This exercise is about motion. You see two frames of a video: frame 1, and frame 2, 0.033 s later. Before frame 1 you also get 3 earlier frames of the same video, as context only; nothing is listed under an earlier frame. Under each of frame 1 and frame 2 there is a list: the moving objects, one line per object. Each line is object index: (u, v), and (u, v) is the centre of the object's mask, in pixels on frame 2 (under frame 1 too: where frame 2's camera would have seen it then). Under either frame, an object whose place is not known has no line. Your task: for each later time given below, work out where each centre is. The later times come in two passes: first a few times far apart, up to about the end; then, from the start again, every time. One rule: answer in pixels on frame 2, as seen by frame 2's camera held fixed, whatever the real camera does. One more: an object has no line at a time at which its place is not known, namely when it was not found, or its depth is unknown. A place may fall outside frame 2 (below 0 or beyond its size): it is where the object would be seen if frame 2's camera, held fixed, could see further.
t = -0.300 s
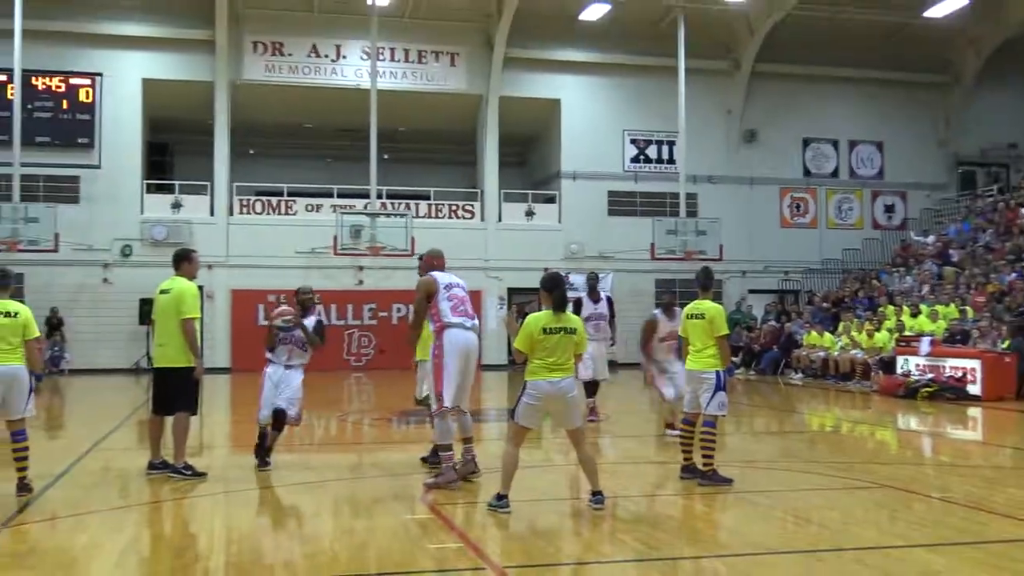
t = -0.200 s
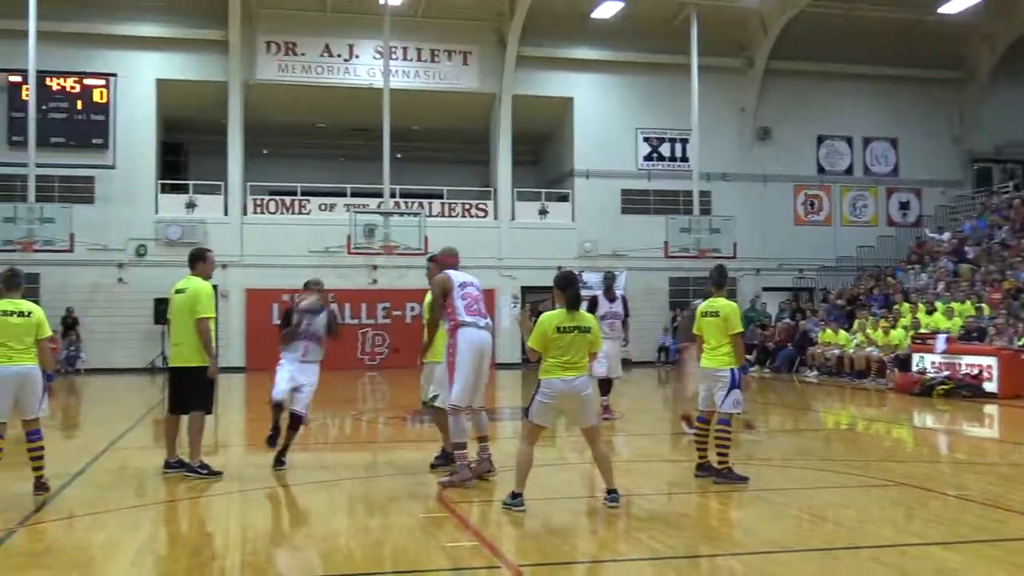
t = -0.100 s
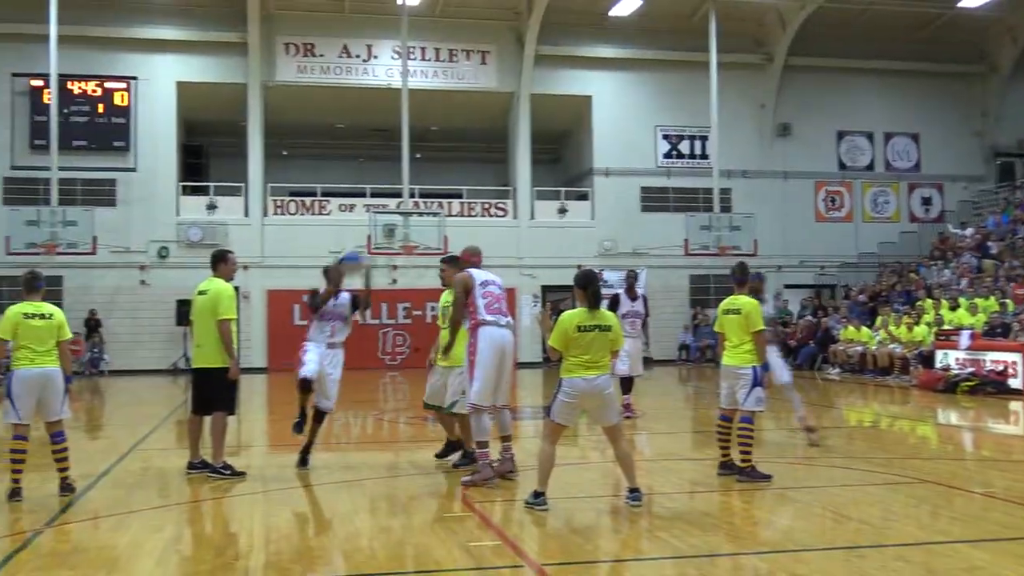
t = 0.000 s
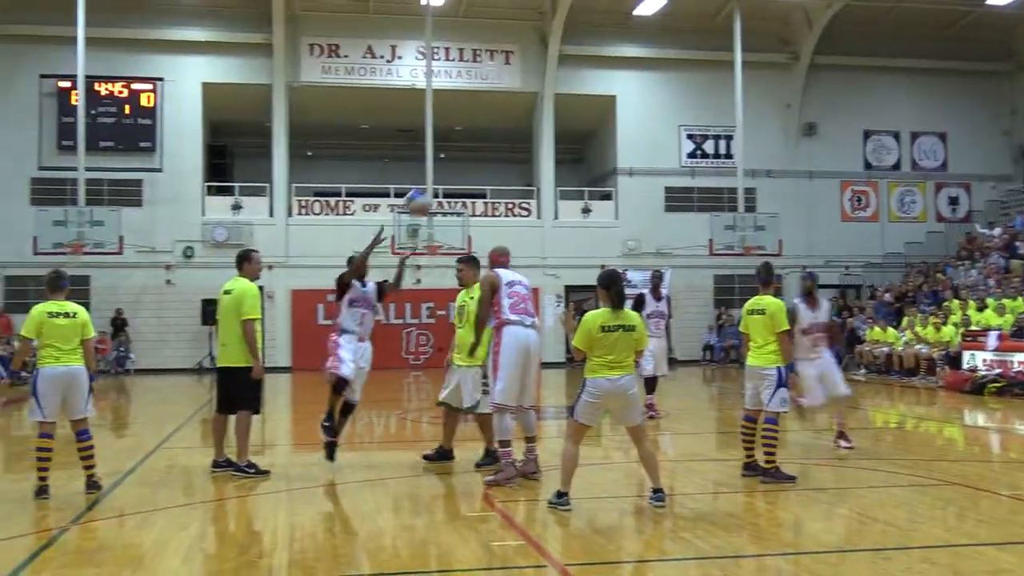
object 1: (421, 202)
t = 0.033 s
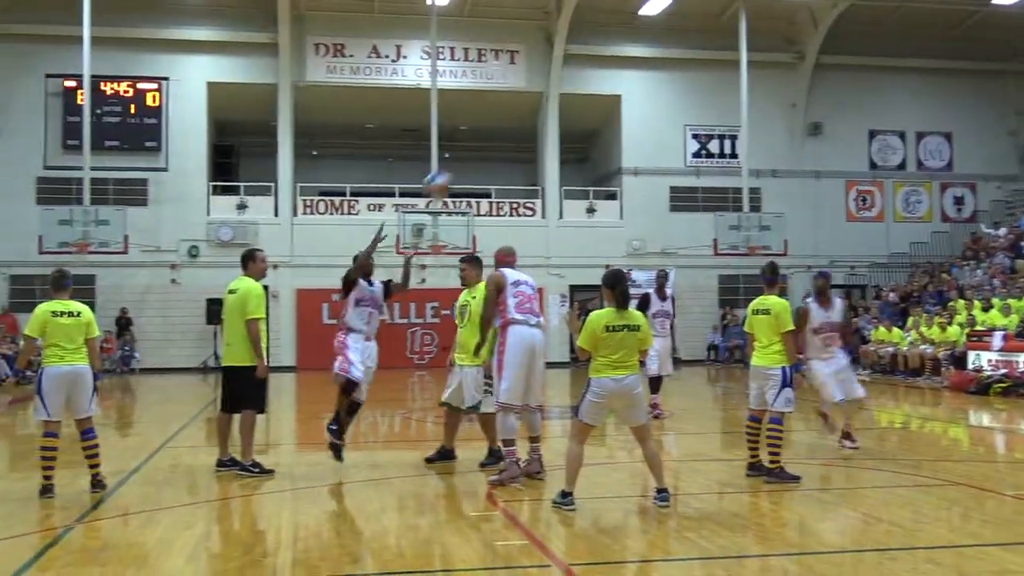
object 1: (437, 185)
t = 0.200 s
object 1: (524, 112)
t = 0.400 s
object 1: (628, 67)
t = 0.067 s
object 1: (455, 166)
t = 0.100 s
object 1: (471, 152)
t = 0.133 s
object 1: (487, 139)
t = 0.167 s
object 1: (505, 125)
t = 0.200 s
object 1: (524, 112)
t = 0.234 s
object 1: (539, 102)
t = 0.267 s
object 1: (558, 92)
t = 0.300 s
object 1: (578, 84)
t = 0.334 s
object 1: (593, 78)
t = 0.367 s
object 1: (610, 72)
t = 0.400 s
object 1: (628, 67)
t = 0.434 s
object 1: (645, 62)
